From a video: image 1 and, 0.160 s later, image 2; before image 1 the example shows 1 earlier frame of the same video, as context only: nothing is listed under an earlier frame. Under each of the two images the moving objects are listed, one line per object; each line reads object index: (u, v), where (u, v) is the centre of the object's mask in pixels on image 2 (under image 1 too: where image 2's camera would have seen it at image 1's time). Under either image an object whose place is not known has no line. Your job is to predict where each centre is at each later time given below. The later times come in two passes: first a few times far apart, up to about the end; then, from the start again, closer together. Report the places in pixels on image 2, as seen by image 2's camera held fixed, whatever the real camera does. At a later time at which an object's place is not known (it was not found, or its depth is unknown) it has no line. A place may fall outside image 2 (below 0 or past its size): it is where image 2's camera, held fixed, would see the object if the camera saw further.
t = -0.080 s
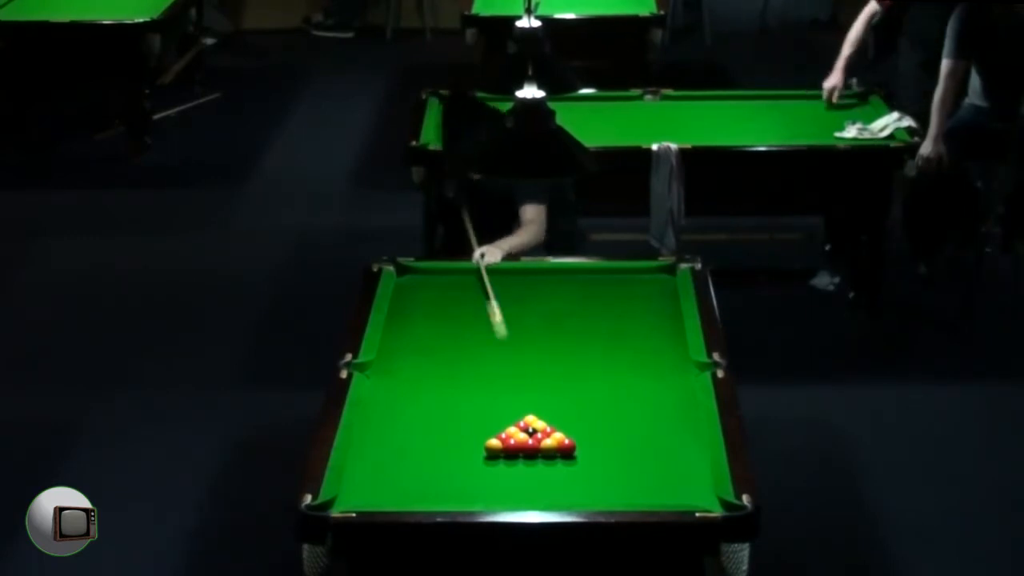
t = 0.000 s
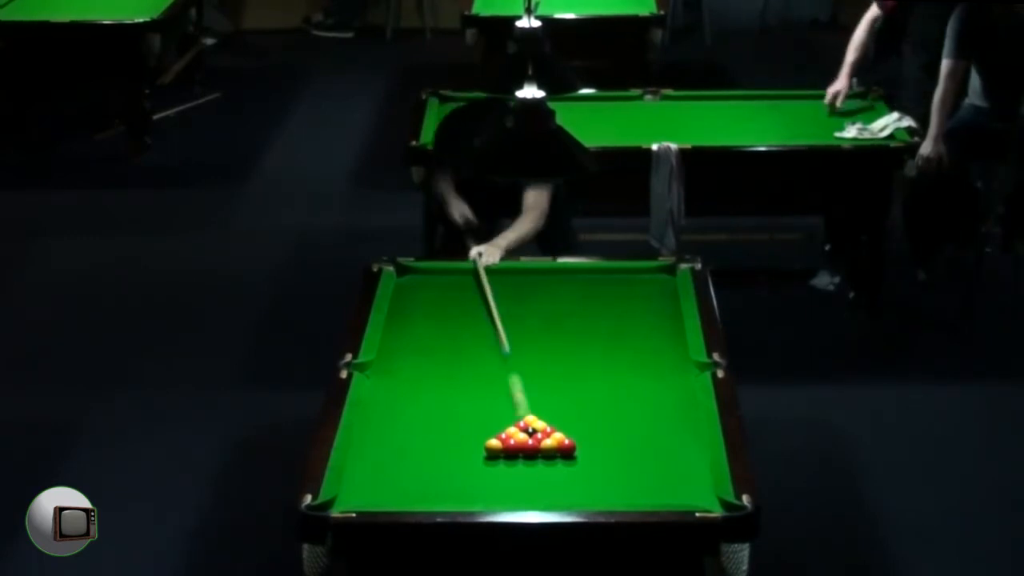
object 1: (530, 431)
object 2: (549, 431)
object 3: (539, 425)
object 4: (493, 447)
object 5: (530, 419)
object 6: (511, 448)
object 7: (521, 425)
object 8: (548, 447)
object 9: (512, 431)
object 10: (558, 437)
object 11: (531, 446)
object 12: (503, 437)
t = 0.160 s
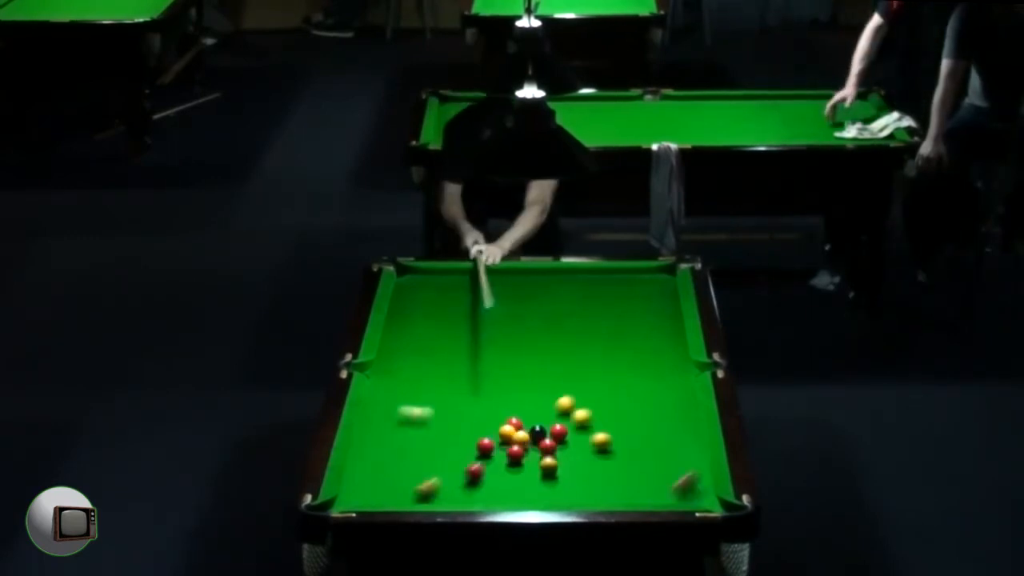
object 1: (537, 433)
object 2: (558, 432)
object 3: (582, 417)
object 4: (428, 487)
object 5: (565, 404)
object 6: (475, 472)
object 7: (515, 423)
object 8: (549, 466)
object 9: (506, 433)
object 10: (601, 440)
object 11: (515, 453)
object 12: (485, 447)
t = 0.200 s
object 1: (539, 434)
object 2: (561, 431)
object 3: (591, 414)
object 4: (411, 496)
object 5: (573, 399)
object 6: (465, 478)
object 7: (513, 422)
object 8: (548, 469)
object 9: (505, 432)
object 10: (612, 440)
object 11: (511, 455)
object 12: (481, 448)
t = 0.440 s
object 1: (550, 431)
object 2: (575, 427)
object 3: (646, 398)
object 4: (363, 465)
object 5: (617, 376)
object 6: (419, 494)
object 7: (500, 417)
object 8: (549, 495)
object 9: (498, 429)
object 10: (673, 440)
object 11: (489, 465)
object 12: (455, 456)
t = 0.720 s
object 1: (560, 428)
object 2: (589, 423)
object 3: (673, 382)
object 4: (390, 431)
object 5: (664, 352)
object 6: (387, 471)
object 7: (488, 413)
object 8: (553, 484)
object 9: (491, 427)
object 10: (669, 441)
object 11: (464, 477)
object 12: (426, 464)
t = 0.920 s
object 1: (566, 427)
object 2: (598, 420)
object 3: (649, 371)
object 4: (414, 409)
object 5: (669, 337)
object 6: (365, 455)
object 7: (481, 412)
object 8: (557, 470)
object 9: (487, 425)
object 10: (644, 441)
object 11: (446, 485)
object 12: (406, 471)
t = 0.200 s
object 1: (539, 434)
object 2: (561, 431)
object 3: (591, 414)
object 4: (411, 496)
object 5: (573, 399)
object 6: (465, 478)
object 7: (513, 422)
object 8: (548, 469)
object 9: (505, 432)
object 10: (612, 440)
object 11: (511, 455)
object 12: (481, 448)
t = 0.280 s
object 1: (543, 433)
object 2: (566, 430)
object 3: (610, 409)
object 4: (391, 490)
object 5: (588, 391)
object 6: (447, 490)
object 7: (509, 421)
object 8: (549, 479)
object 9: (503, 432)
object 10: (632, 440)
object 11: (504, 459)
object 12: (472, 451)
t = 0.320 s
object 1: (544, 433)
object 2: (568, 429)
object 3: (619, 406)
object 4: (384, 483)
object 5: (595, 387)
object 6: (439, 494)
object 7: (507, 420)
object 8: (549, 484)
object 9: (502, 431)
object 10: (642, 440)
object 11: (500, 460)
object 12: (468, 452)
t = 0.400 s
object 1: (548, 431)
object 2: (572, 427)
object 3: (637, 400)
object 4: (370, 471)
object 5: (610, 379)
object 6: (424, 496)
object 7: (503, 418)
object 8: (549, 493)
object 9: (500, 430)
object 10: (663, 440)
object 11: (492, 463)
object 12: (459, 454)
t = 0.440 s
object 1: (550, 431)
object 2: (575, 427)
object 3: (646, 398)
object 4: (363, 465)
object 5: (617, 376)
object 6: (419, 494)
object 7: (500, 417)
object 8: (549, 495)
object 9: (498, 429)
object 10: (673, 440)
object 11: (489, 465)
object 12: (455, 456)
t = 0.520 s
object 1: (553, 430)
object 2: (579, 426)
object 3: (664, 393)
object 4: (364, 455)
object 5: (631, 369)
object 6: (409, 488)
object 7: (497, 416)
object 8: (550, 496)
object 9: (496, 429)
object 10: (693, 441)
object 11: (482, 468)
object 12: (446, 458)
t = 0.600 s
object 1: (556, 429)
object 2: (583, 424)
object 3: (682, 389)
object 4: (375, 445)
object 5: (645, 362)
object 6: (400, 481)
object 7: (493, 415)
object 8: (551, 491)
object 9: (494, 428)
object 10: (685, 441)
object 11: (474, 471)
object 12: (438, 460)
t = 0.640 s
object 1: (558, 429)
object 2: (585, 424)
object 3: (684, 386)
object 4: (380, 440)
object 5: (651, 358)
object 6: (395, 478)
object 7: (491, 414)
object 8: (552, 489)
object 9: (493, 427)
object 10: (679, 441)
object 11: (471, 473)
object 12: (434, 462)
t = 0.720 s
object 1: (560, 428)
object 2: (589, 423)
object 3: (673, 382)
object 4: (390, 431)
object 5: (664, 352)
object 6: (387, 471)
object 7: (488, 413)
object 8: (553, 484)
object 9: (491, 427)
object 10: (669, 441)
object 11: (464, 477)
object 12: (426, 464)
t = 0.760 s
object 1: (562, 428)
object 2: (591, 422)
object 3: (668, 379)
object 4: (396, 426)
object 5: (670, 349)
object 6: (382, 468)
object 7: (487, 413)
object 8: (554, 481)
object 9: (490, 426)
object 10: (664, 441)
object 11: (460, 478)
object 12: (422, 465)
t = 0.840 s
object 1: (564, 427)
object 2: (595, 421)
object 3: (658, 375)
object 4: (405, 418)
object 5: (677, 342)
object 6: (374, 461)
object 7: (484, 412)
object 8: (555, 475)
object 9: (488, 426)
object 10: (654, 441)
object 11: (453, 482)
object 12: (414, 468)
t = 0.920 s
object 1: (566, 427)
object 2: (598, 420)
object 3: (649, 371)
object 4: (414, 409)
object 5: (669, 337)
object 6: (365, 455)
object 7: (481, 412)
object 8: (557, 470)
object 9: (487, 425)
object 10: (644, 441)
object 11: (446, 485)
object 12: (406, 471)
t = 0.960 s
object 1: (567, 427)
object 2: (600, 419)
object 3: (644, 368)
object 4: (419, 405)
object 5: (665, 335)
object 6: (361, 452)
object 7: (480, 411)
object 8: (558, 468)
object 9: (486, 425)
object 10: (639, 441)
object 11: (443, 486)
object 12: (402, 472)
